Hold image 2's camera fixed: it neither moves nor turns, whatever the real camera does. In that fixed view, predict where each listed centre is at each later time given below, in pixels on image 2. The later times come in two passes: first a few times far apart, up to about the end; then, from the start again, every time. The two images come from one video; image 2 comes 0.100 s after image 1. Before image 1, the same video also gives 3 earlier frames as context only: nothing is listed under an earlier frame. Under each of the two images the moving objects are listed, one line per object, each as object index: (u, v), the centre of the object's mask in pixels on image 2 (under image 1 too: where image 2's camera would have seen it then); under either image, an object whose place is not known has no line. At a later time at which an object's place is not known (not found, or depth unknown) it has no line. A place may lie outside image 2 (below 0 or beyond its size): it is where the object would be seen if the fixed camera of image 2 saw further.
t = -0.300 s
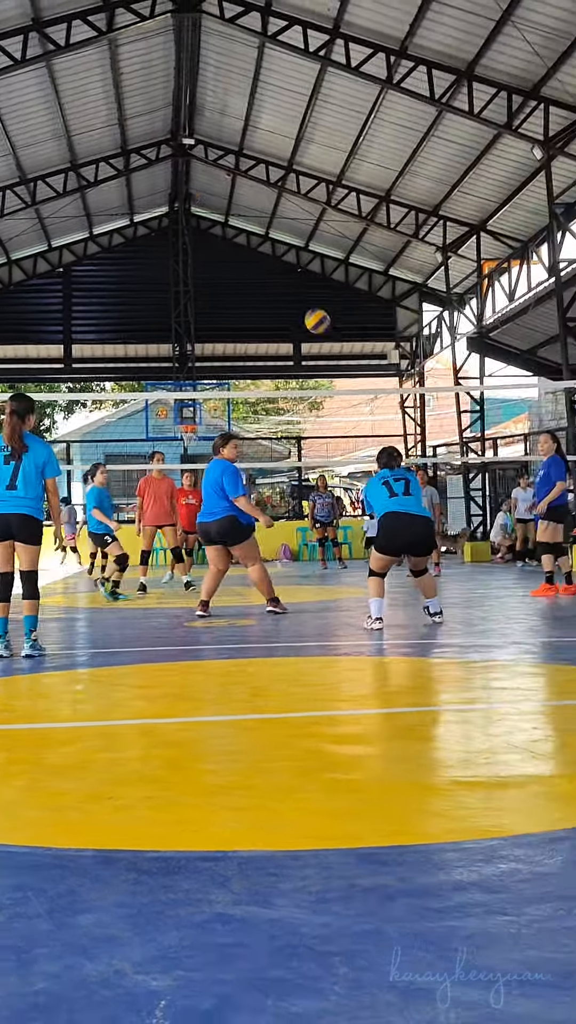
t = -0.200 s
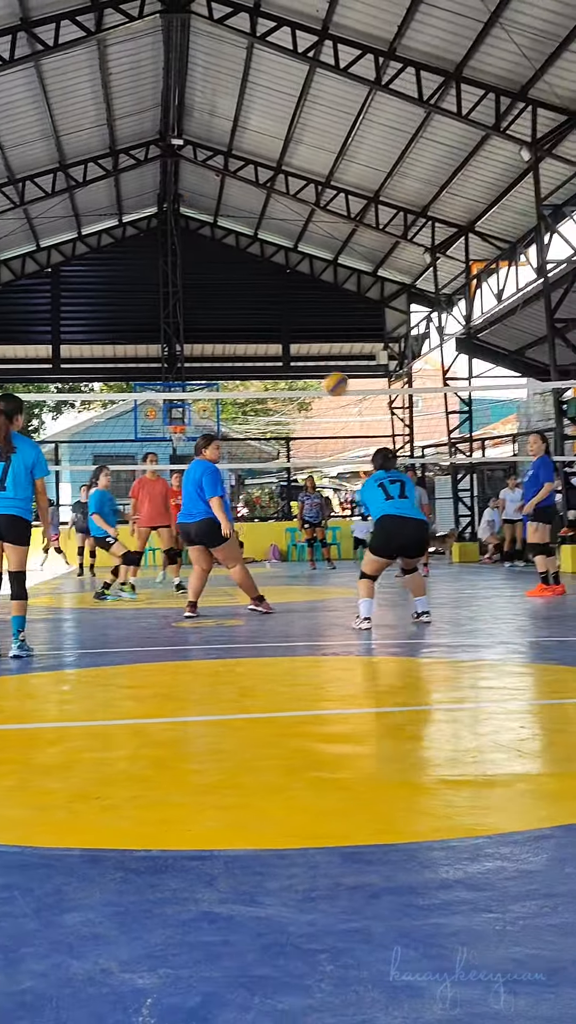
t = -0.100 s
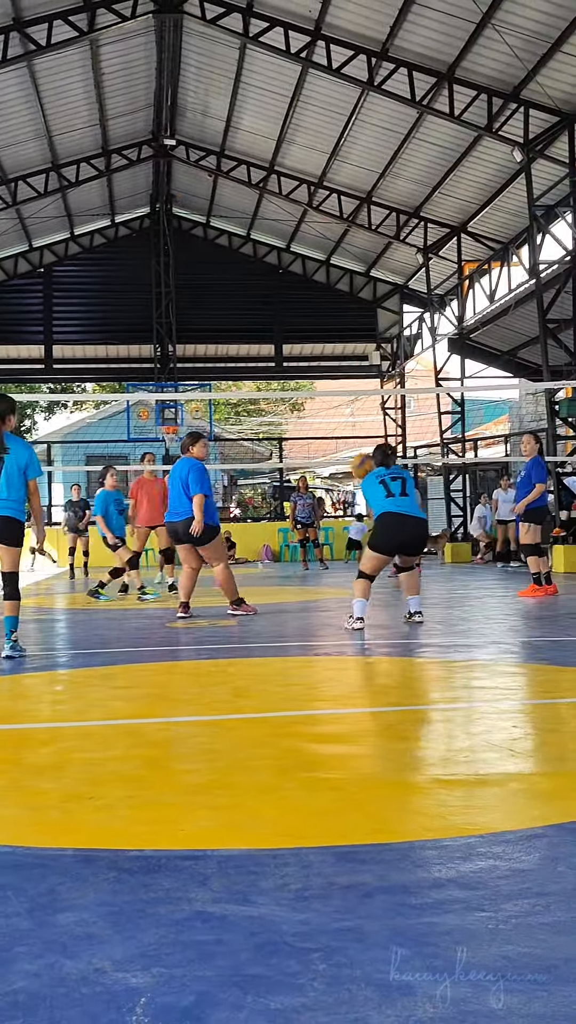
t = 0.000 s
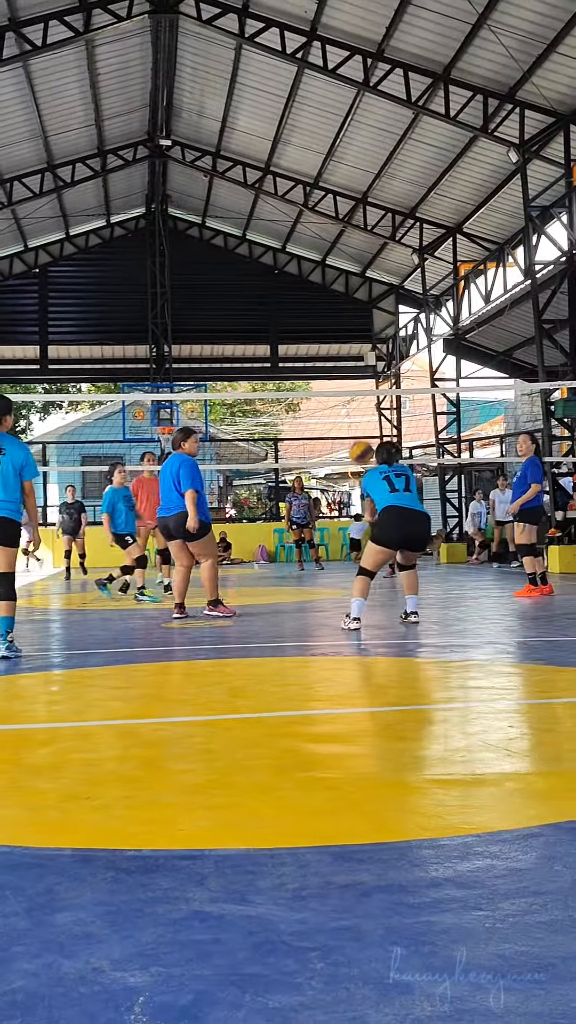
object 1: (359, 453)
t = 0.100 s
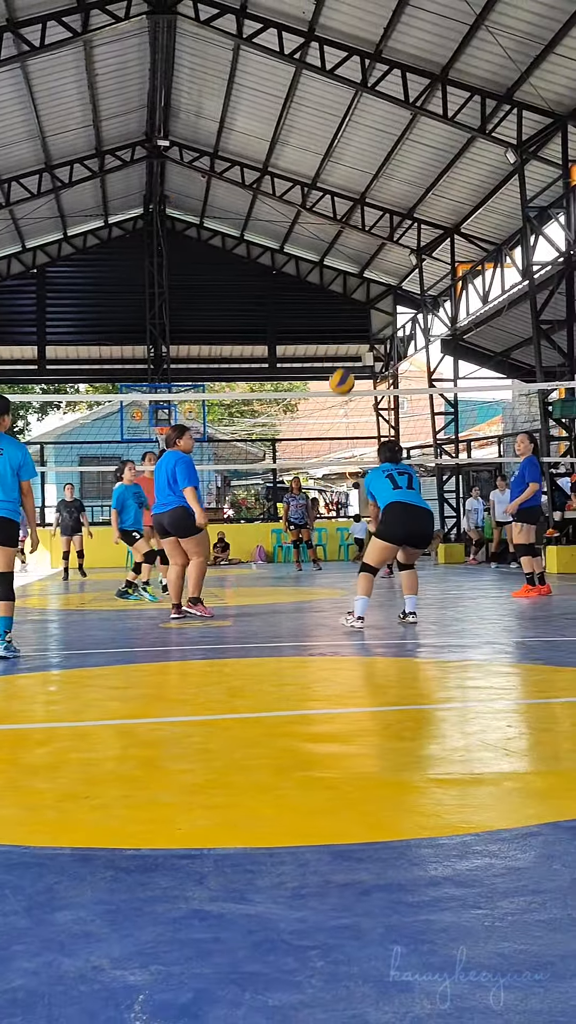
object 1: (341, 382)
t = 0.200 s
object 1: (326, 328)
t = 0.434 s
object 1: (293, 255)
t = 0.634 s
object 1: (271, 244)
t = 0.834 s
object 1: (250, 275)
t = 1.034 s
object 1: (233, 343)
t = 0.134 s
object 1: (336, 363)
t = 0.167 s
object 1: (331, 344)
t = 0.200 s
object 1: (326, 328)
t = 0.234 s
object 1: (321, 313)
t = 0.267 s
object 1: (316, 299)
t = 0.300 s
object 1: (311, 288)
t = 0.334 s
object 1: (307, 277)
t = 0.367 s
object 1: (303, 268)
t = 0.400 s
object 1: (298, 261)
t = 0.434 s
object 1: (293, 255)
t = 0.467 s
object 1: (290, 250)
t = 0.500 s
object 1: (286, 246)
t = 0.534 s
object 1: (282, 244)
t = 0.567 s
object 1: (278, 243)
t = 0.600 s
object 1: (274, 243)
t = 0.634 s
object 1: (271, 244)
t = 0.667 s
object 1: (267, 246)
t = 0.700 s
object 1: (263, 249)
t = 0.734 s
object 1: (260, 255)
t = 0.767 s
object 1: (257, 260)
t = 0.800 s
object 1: (254, 267)
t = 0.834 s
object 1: (250, 275)
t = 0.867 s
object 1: (247, 284)
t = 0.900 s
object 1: (244, 294)
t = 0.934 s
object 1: (241, 305)
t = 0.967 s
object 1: (238, 317)
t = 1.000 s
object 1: (235, 330)
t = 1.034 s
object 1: (233, 343)
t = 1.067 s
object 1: (229, 359)
